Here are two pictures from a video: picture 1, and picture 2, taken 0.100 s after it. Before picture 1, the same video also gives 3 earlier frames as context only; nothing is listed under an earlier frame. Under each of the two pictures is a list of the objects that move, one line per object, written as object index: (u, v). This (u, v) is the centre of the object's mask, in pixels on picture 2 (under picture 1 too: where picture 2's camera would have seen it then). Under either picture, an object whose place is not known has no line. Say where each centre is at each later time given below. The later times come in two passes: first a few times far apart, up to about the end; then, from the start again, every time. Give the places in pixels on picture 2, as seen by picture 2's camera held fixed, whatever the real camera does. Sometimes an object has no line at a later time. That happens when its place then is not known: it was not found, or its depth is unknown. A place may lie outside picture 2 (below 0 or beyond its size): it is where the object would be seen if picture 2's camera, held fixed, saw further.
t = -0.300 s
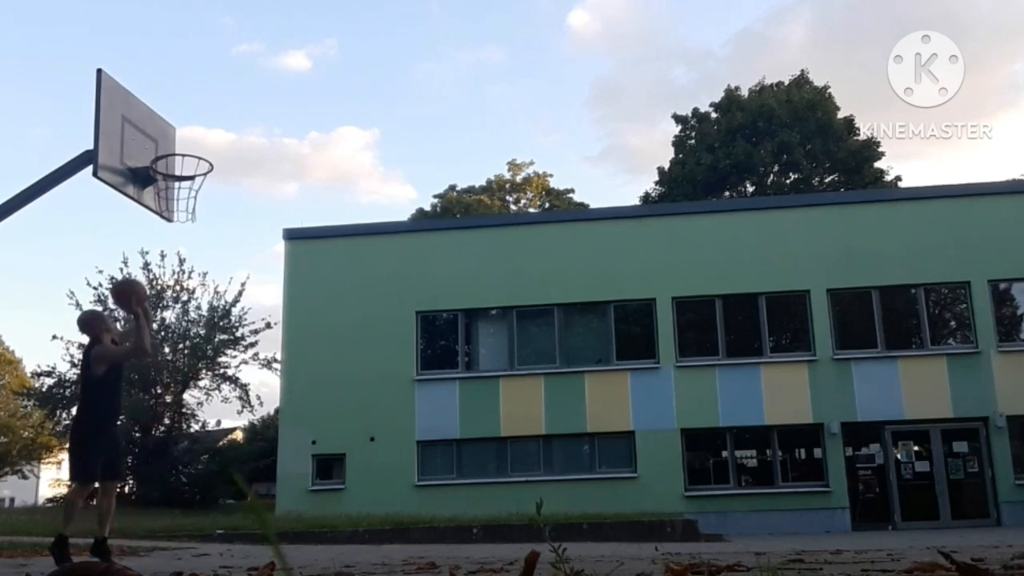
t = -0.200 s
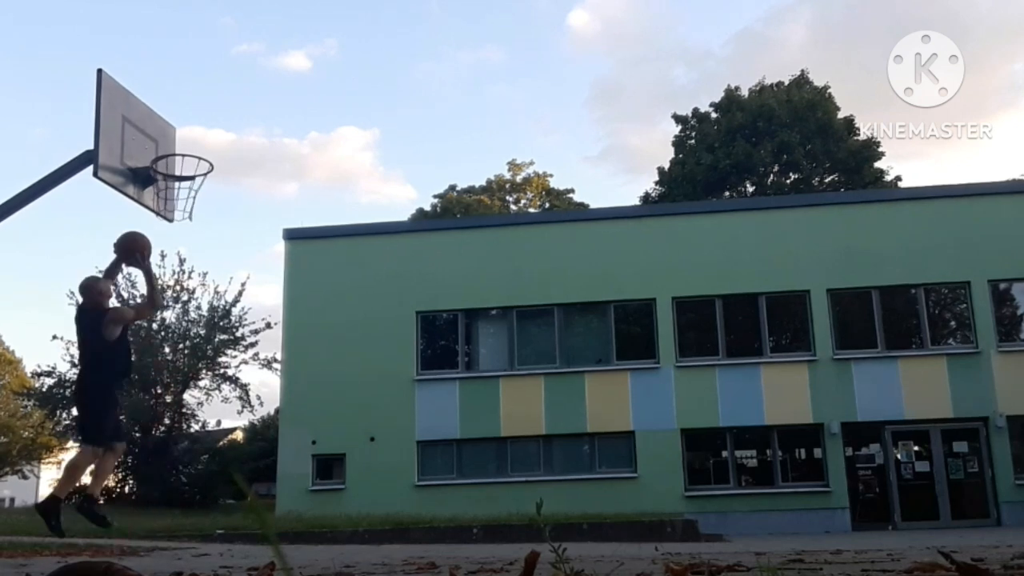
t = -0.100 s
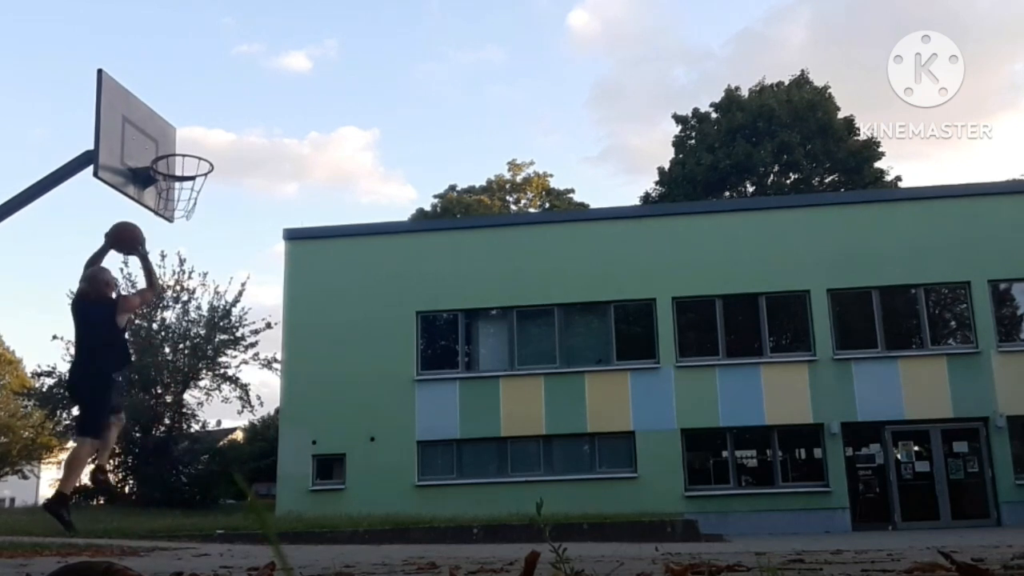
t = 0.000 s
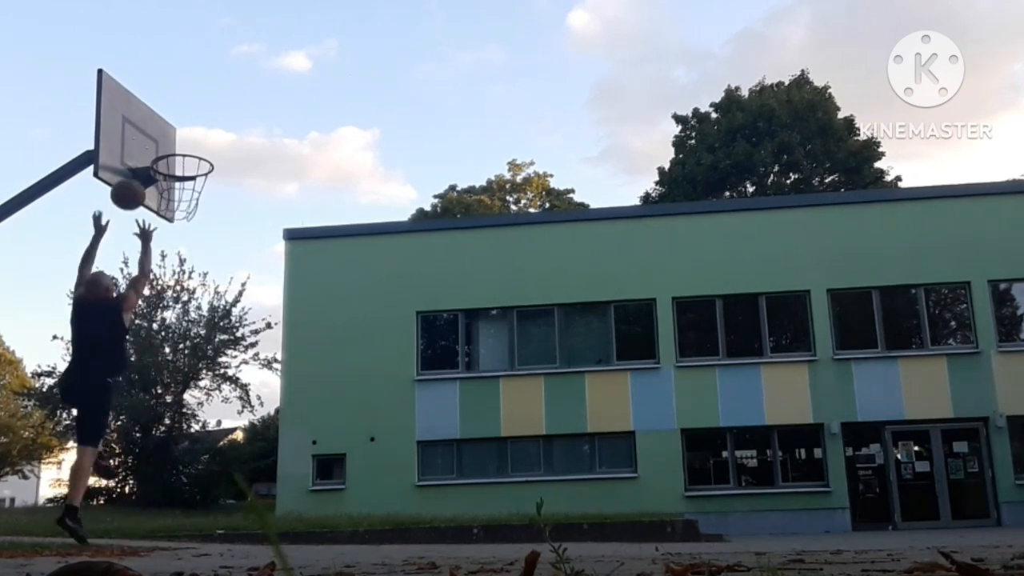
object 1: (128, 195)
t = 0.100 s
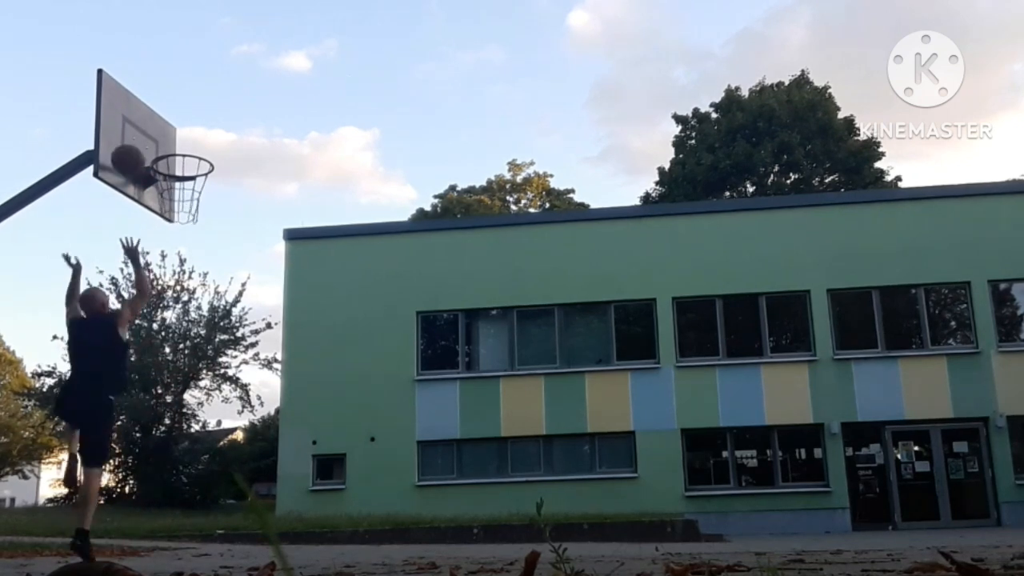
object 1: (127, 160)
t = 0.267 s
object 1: (145, 138)
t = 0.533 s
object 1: (184, 160)
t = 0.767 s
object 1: (192, 150)
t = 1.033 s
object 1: (165, 155)
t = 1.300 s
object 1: (192, 161)
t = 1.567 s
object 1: (192, 155)
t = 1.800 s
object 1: (169, 173)
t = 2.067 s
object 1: (191, 198)
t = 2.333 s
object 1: (197, 233)
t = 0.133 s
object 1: (127, 151)
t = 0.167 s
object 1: (128, 144)
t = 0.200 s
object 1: (134, 141)
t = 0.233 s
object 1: (140, 139)
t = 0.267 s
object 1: (145, 138)
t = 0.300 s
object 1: (150, 138)
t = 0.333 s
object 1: (155, 140)
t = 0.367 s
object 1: (160, 143)
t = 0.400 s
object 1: (165, 146)
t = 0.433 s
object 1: (170, 152)
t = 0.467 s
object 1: (174, 158)
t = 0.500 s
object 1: (178, 164)
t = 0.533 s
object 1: (184, 160)
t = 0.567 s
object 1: (189, 158)
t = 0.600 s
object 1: (194, 157)
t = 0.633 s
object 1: (199, 157)
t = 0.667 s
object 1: (200, 156)
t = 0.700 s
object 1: (198, 153)
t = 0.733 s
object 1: (195, 151)
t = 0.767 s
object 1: (192, 150)
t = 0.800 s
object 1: (188, 150)
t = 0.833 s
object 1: (183, 149)
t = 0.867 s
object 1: (177, 149)
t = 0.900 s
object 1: (172, 150)
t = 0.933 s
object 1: (169, 150)
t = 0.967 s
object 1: (167, 152)
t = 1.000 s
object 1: (165, 154)
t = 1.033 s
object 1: (165, 155)
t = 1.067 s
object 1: (165, 159)
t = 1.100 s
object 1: (169, 160)
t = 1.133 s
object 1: (172, 161)
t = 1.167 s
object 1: (176, 162)
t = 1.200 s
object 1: (180, 162)
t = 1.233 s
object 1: (185, 162)
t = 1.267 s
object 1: (189, 162)
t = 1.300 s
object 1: (192, 161)
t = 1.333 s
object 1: (196, 161)
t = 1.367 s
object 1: (199, 160)
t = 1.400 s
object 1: (200, 159)
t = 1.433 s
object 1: (200, 158)
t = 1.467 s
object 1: (200, 157)
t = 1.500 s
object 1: (198, 156)
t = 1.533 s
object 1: (195, 155)
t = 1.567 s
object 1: (192, 155)
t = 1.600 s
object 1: (187, 155)
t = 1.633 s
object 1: (181, 156)
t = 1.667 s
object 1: (176, 158)
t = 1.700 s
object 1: (172, 161)
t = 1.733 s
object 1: (169, 165)
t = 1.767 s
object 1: (168, 168)
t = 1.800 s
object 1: (169, 173)
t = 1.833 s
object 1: (171, 178)
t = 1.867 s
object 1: (175, 183)
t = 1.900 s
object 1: (178, 188)
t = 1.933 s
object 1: (181, 191)
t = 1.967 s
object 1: (184, 193)
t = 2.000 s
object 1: (187, 195)
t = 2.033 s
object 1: (189, 196)
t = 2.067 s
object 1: (191, 198)
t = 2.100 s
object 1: (193, 199)
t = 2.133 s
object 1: (194, 202)
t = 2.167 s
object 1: (195, 206)
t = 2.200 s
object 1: (195, 210)
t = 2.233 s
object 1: (195, 214)
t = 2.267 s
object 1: (196, 219)
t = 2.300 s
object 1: (196, 225)
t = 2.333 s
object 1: (197, 233)
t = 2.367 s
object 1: (197, 242)
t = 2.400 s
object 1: (197, 252)
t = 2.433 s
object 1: (198, 263)
